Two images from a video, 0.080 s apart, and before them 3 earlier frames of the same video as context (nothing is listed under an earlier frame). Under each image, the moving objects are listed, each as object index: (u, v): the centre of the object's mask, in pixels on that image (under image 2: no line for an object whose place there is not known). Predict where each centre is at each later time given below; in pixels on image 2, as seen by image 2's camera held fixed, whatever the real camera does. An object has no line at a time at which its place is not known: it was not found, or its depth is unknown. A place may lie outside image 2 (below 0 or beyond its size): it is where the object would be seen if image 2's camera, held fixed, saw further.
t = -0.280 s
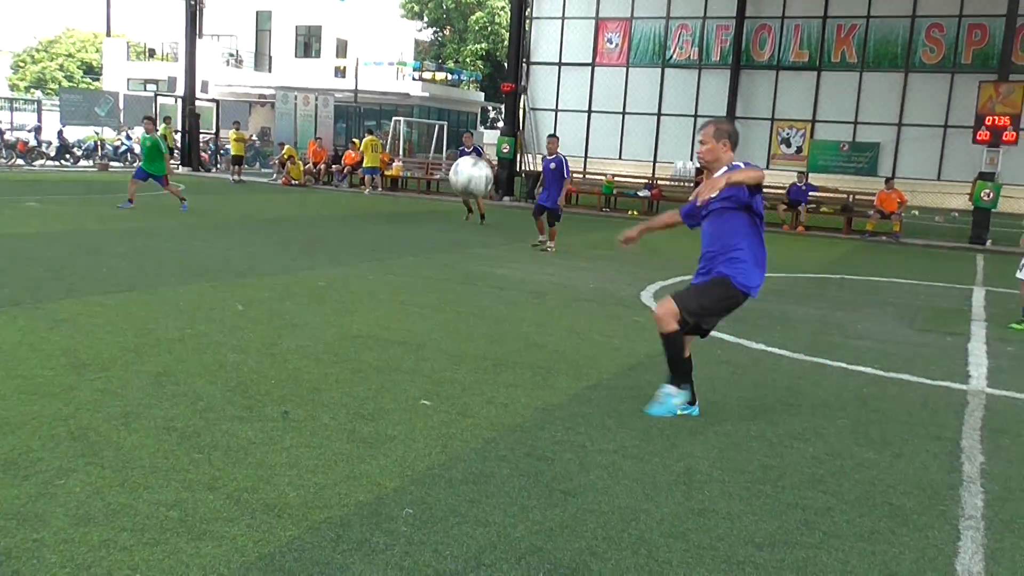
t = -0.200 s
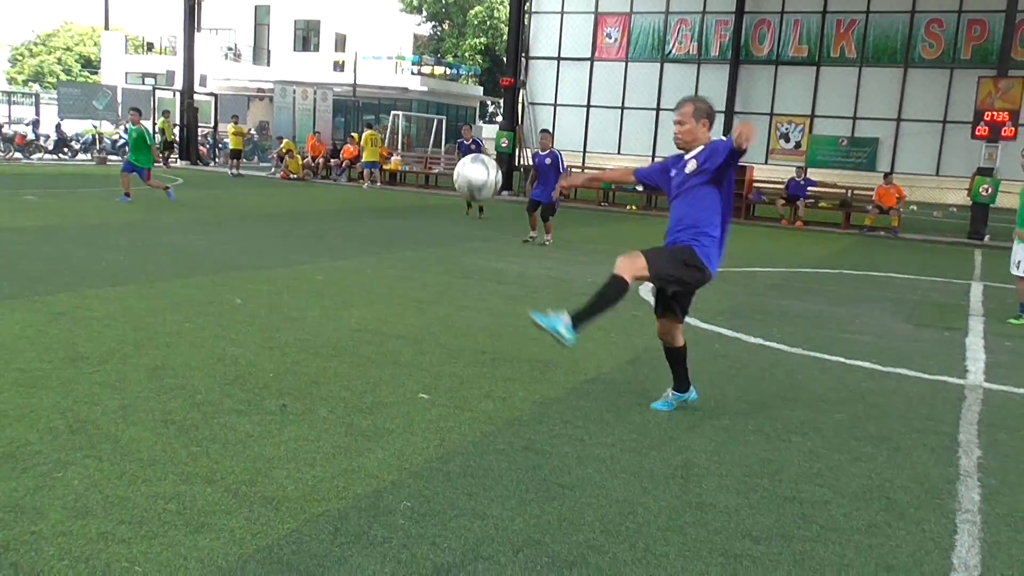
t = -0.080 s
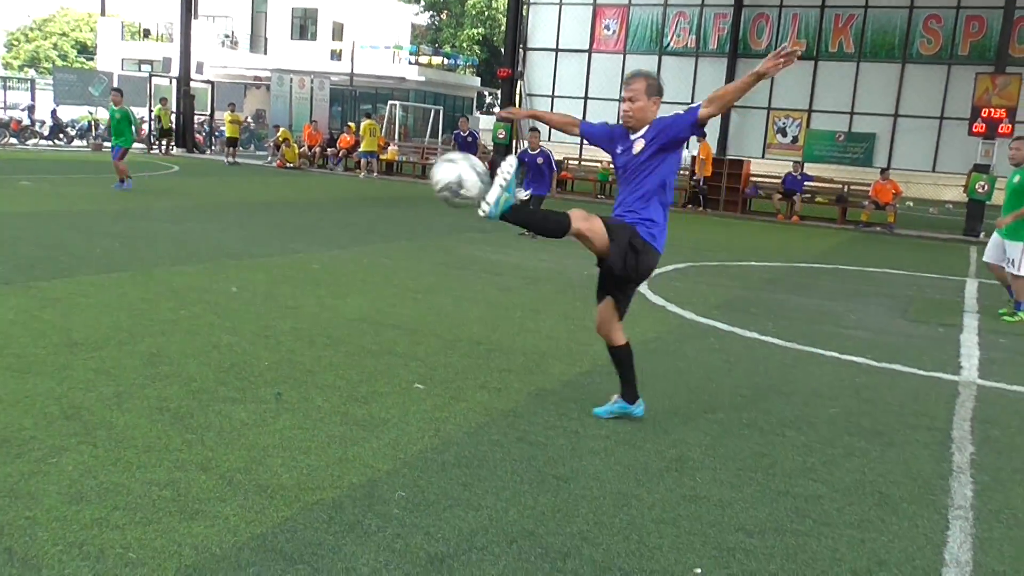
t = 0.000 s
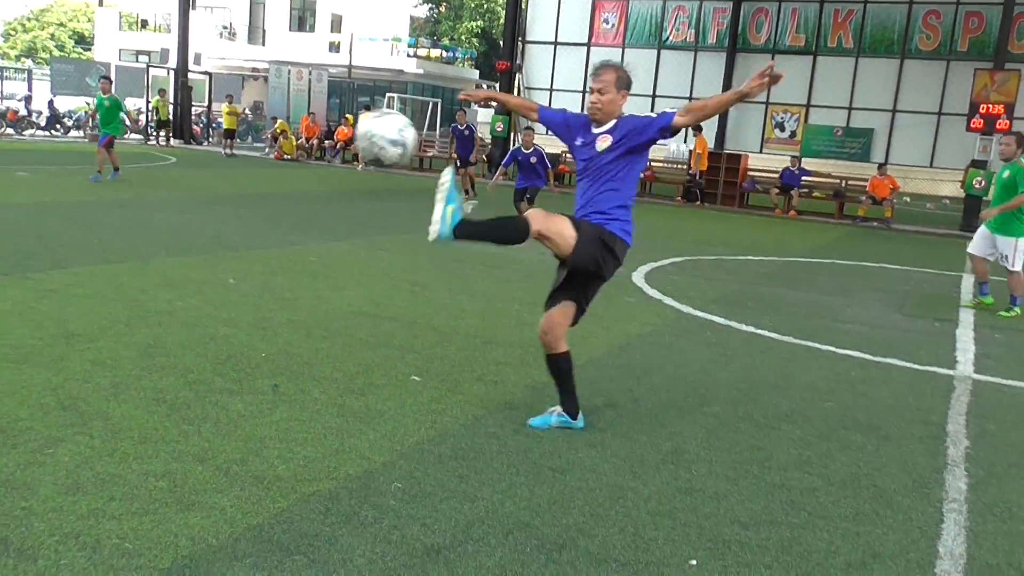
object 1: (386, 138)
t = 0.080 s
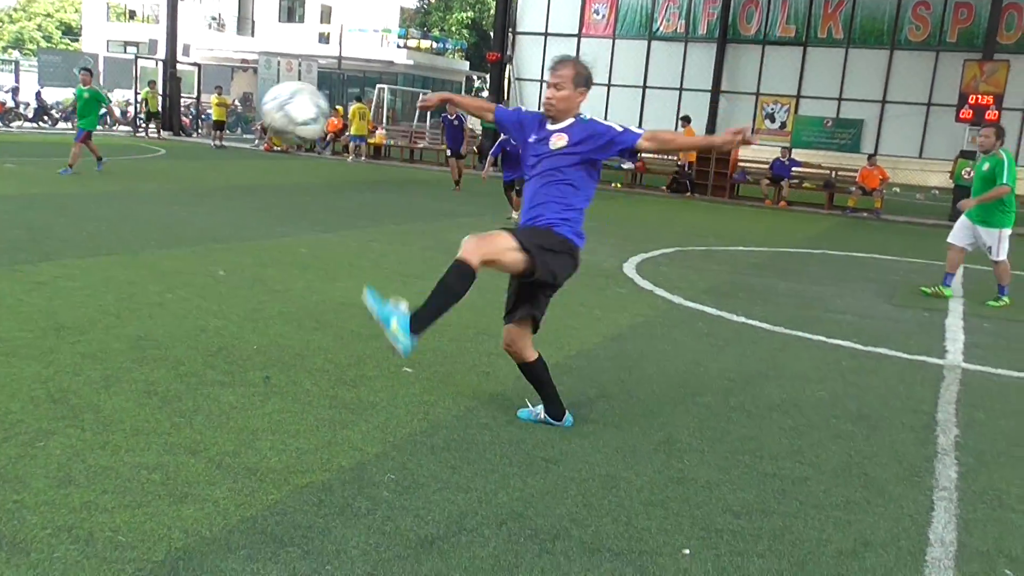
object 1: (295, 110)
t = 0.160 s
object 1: (213, 110)
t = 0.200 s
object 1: (166, 118)
